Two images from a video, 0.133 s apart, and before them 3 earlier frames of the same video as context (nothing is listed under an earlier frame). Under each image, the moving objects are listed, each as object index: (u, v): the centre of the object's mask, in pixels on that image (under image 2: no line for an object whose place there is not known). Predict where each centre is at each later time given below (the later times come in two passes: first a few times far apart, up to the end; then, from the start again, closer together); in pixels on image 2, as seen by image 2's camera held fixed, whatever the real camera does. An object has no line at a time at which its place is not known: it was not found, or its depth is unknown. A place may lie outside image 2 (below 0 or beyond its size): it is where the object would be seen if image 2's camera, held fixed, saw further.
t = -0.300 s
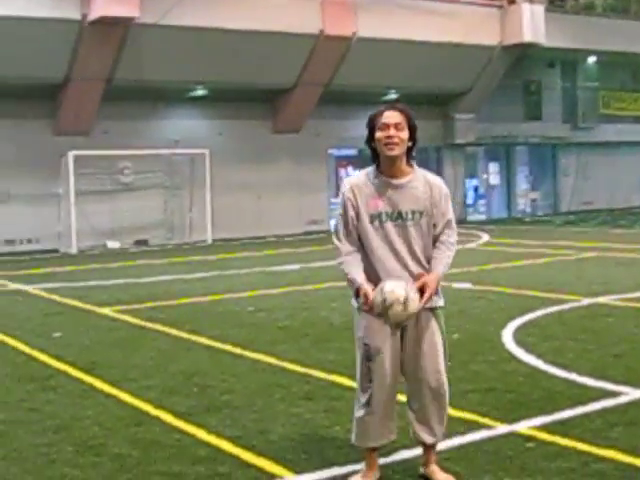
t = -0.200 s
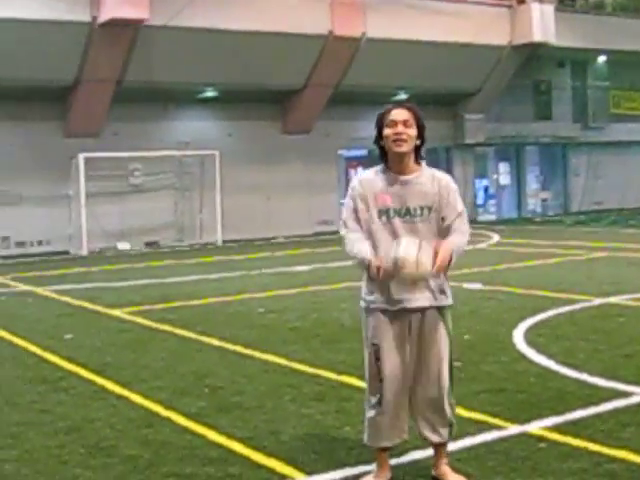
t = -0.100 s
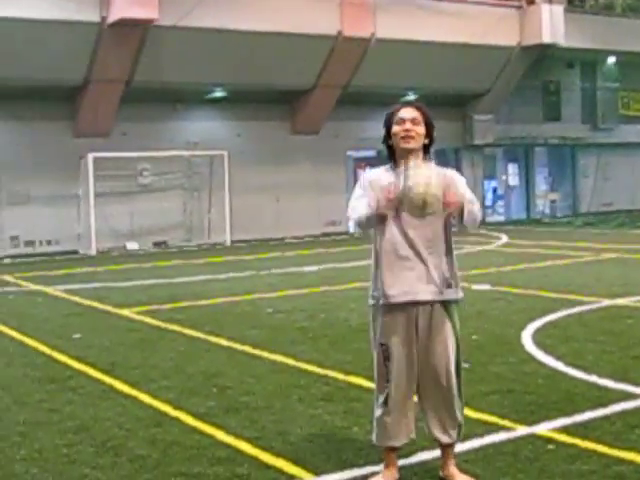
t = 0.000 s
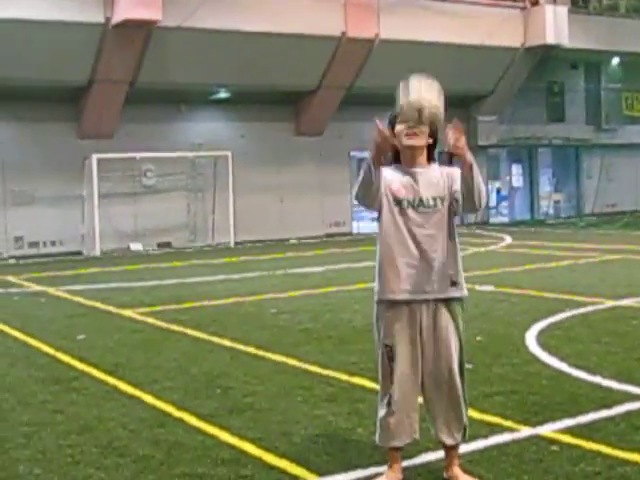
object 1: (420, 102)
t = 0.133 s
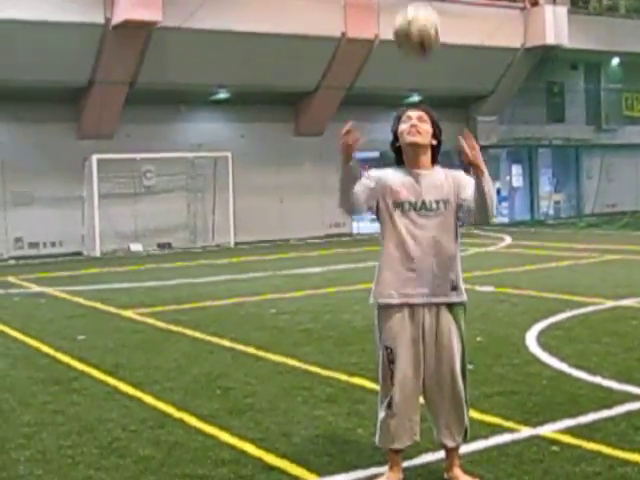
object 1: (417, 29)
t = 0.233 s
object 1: (416, 13)
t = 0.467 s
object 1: (417, 34)
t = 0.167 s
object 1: (417, 21)
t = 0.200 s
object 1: (416, 16)
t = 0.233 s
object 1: (416, 13)
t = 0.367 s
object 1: (416, 14)
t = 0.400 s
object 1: (417, 18)
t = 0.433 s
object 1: (417, 23)
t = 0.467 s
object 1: (417, 34)
